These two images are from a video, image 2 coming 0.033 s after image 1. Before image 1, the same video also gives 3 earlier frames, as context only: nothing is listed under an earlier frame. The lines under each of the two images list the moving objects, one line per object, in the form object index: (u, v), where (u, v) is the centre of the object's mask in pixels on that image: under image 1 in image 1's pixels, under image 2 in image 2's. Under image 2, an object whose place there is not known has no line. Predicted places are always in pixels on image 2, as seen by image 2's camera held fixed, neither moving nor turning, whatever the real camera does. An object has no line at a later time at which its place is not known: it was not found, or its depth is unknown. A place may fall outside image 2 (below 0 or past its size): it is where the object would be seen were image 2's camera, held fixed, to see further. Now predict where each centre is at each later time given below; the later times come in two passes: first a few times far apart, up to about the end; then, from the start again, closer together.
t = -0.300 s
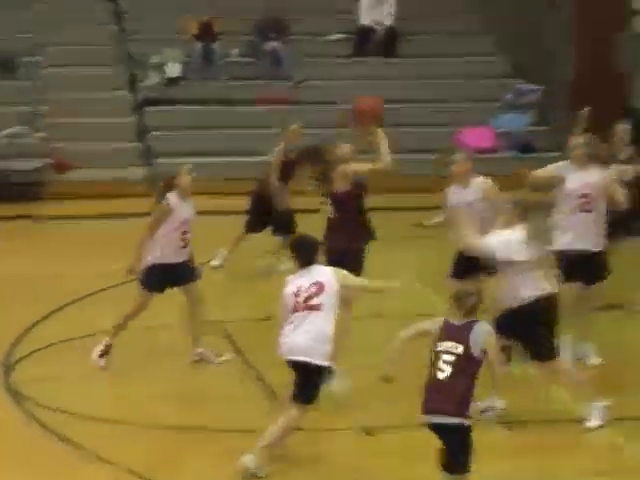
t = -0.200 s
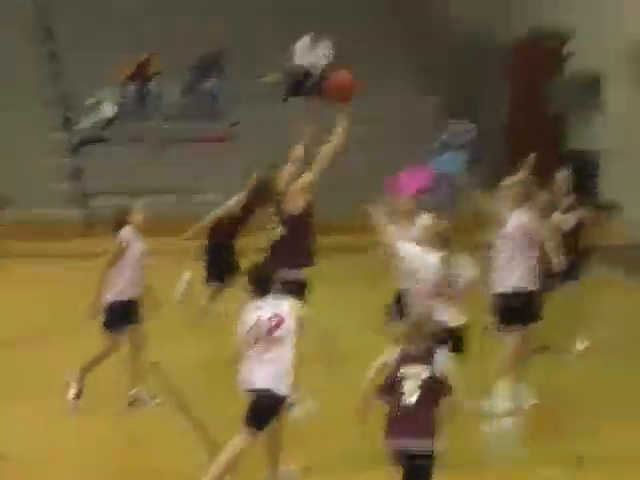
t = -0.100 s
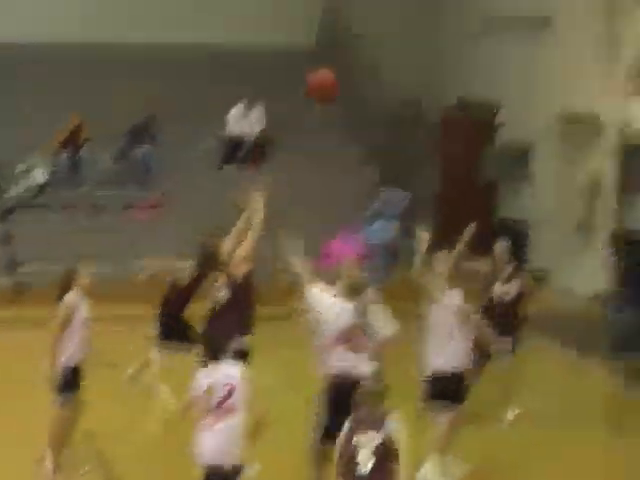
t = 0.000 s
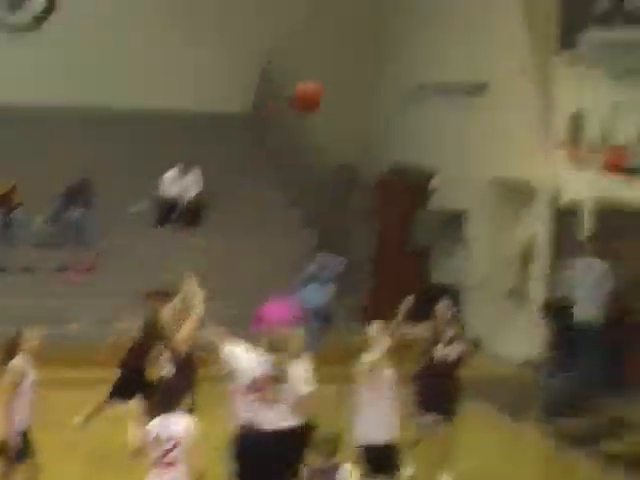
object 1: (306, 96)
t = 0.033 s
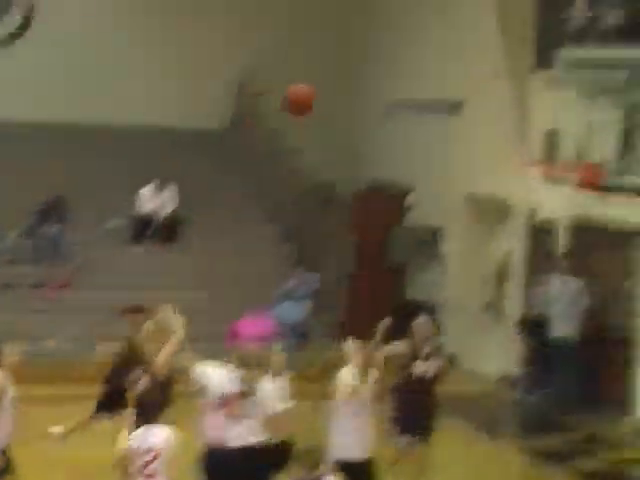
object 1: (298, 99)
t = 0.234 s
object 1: (386, 49)
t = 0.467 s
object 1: (479, 60)
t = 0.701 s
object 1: (566, 137)
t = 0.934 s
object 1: (566, 95)
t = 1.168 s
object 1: (554, 86)
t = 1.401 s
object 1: (533, 136)
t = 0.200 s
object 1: (372, 54)
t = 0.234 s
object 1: (386, 49)
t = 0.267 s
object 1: (399, 47)
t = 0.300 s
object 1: (413, 46)
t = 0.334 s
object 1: (426, 45)
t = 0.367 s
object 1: (440, 48)
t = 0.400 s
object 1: (454, 50)
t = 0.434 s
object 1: (467, 55)
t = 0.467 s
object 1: (479, 60)
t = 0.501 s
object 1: (492, 67)
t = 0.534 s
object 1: (505, 76)
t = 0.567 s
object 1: (516, 86)
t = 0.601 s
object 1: (528, 98)
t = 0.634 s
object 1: (540, 109)
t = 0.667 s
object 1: (551, 125)
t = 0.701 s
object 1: (566, 137)
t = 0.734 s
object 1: (573, 152)
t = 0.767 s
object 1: (573, 141)
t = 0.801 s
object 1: (572, 129)
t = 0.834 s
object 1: (572, 118)
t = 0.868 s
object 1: (569, 109)
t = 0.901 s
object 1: (567, 101)
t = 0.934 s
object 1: (566, 95)
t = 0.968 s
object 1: (565, 89)
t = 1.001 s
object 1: (563, 85)
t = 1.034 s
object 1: (561, 83)
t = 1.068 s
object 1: (559, 81)
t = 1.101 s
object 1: (558, 81)
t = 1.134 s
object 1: (556, 83)
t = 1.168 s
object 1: (554, 86)
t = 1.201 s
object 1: (551, 89)
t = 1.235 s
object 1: (550, 96)
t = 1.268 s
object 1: (547, 102)
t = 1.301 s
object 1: (543, 107)
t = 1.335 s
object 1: (539, 116)
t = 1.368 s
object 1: (535, 125)
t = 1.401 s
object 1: (533, 136)
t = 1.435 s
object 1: (527, 147)
